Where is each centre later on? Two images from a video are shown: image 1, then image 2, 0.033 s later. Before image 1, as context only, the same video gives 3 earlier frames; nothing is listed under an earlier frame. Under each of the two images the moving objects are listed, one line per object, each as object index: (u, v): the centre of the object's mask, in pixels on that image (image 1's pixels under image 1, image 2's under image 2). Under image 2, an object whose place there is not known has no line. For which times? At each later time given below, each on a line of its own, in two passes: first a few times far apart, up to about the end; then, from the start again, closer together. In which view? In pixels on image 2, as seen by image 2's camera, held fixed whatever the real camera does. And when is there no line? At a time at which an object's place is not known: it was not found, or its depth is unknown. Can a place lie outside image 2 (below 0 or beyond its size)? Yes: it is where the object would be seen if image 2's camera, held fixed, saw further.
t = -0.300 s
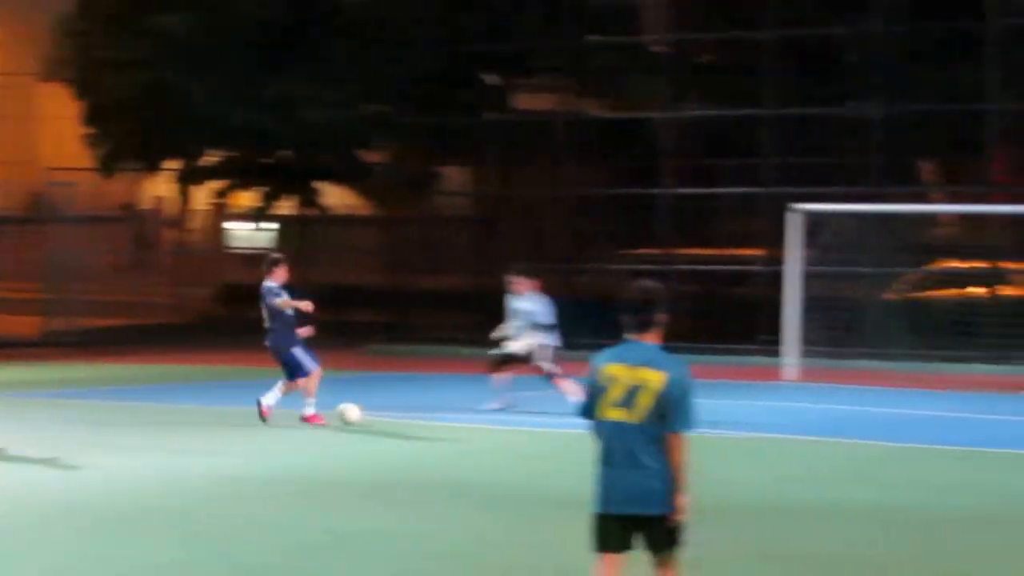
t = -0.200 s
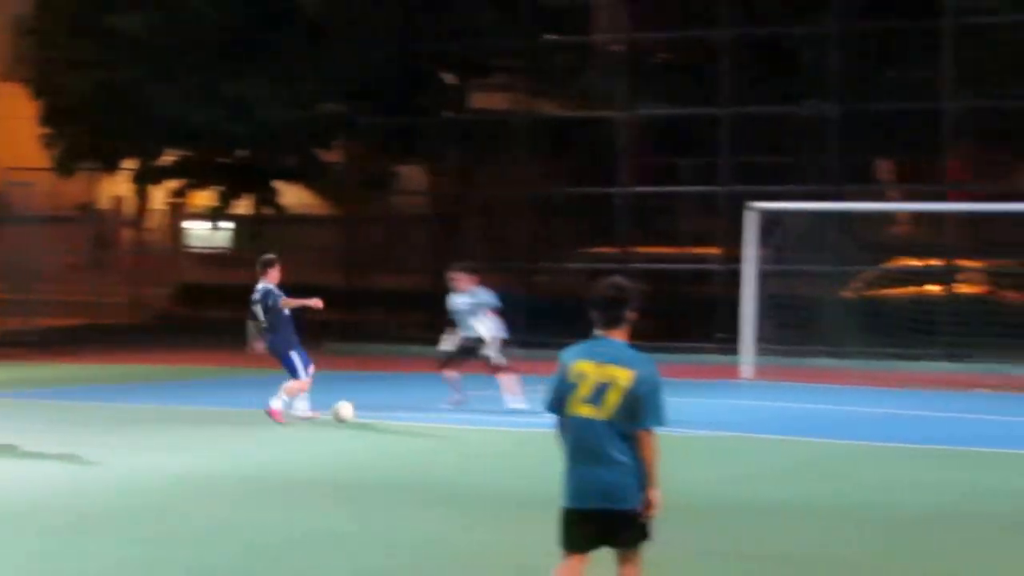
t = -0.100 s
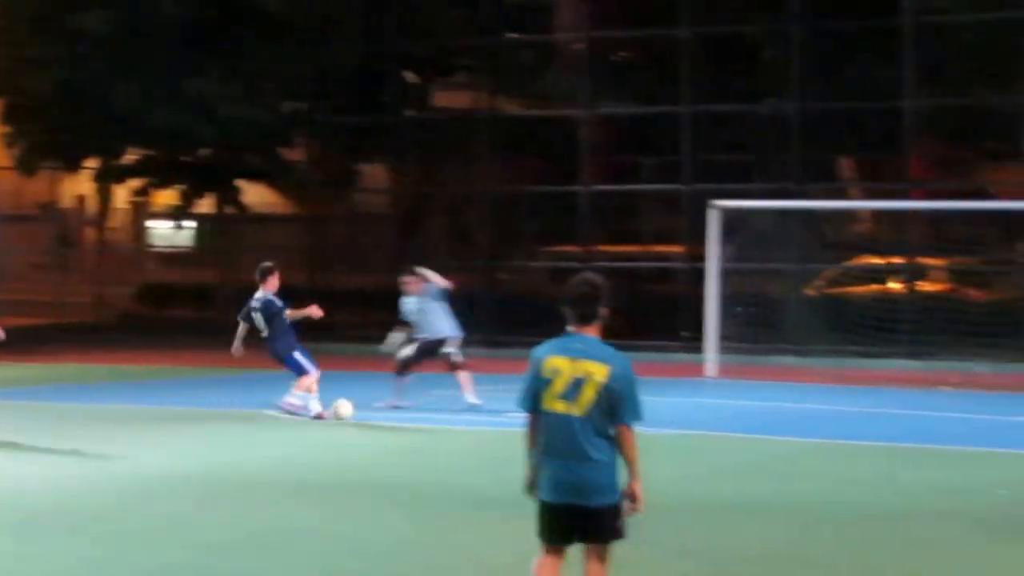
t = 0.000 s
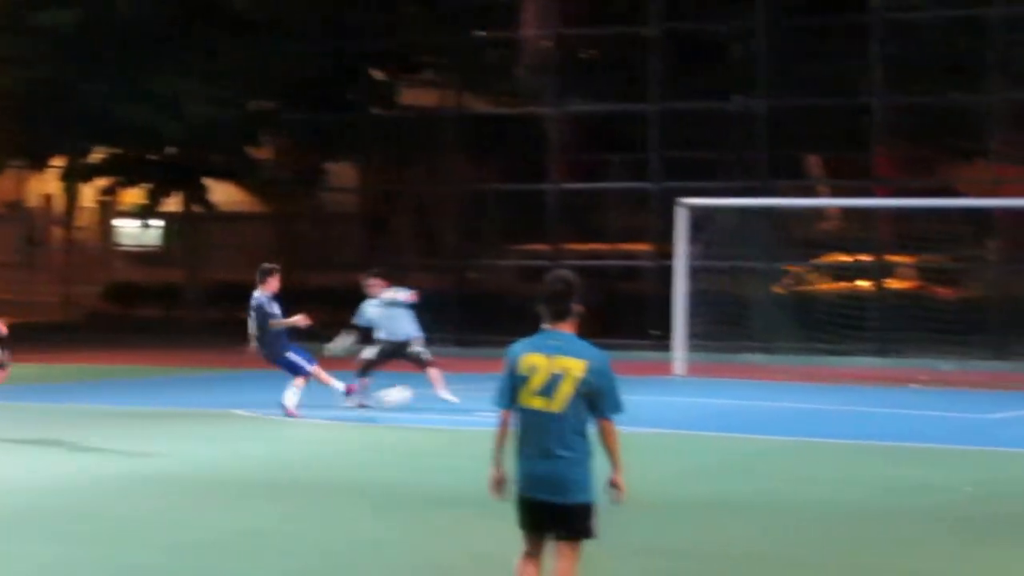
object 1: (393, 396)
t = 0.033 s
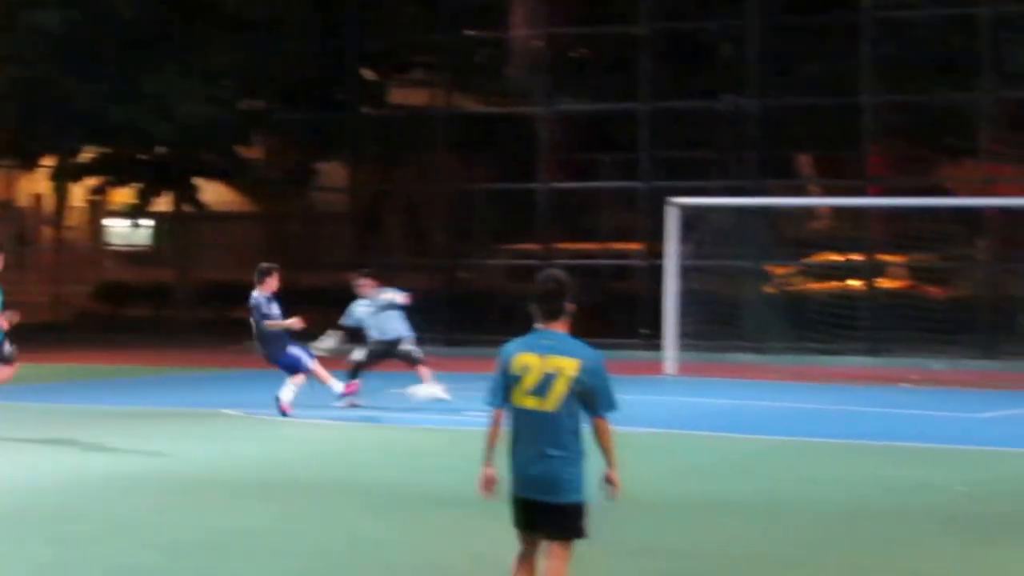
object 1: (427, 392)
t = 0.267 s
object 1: (628, 365)
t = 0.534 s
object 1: (806, 372)
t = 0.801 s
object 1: (924, 364)
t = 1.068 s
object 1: (1014, 344)
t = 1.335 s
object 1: (1051, 300)
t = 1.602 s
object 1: (1078, 319)
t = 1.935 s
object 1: (1078, 353)
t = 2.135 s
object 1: (1069, 343)
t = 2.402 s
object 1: (1044, 374)
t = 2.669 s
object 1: (1032, 360)
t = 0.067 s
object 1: (462, 387)
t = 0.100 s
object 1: (486, 380)
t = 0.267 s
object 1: (628, 365)
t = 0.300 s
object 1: (648, 366)
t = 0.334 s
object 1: (677, 368)
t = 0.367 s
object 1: (702, 370)
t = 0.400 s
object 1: (726, 374)
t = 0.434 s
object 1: (750, 380)
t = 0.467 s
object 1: (774, 383)
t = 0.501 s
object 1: (790, 377)
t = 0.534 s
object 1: (806, 372)
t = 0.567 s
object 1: (822, 367)
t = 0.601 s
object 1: (837, 363)
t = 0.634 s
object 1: (852, 360)
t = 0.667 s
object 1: (867, 359)
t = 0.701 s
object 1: (881, 359)
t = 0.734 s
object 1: (896, 359)
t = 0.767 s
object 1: (910, 361)
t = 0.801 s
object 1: (924, 364)
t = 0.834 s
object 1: (938, 368)
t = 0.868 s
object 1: (949, 372)
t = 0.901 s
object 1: (960, 376)
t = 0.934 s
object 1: (976, 371)
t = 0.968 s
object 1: (987, 364)
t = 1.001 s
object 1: (997, 358)
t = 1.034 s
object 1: (1007, 351)
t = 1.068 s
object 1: (1014, 344)
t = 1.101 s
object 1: (1022, 335)
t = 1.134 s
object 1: (1028, 328)
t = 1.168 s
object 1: (1034, 321)
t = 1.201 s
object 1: (1039, 316)
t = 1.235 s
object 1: (1043, 310)
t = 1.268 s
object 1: (1046, 306)
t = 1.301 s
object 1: (1048, 303)
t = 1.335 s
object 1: (1051, 300)
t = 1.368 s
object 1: (1052, 299)
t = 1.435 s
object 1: (1071, 300)
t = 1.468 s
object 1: (1072, 301)
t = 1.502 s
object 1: (1073, 304)
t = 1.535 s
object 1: (1074, 308)
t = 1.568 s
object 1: (1076, 313)
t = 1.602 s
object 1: (1078, 319)
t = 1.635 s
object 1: (1080, 325)
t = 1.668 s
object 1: (1080, 333)
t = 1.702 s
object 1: (1081, 341)
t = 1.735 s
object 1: (1082, 352)
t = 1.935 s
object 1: (1078, 353)
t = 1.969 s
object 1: (1076, 348)
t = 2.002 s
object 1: (1074, 345)
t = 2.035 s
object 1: (1073, 343)
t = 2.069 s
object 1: (1071, 342)
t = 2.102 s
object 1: (1070, 342)
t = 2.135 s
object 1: (1069, 343)
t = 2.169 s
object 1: (1068, 345)
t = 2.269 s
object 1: (1049, 355)
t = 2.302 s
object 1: (1048, 360)
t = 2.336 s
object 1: (1047, 366)
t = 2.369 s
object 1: (1045, 375)
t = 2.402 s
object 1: (1044, 374)
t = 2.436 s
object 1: (1043, 369)
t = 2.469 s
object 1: (1041, 365)
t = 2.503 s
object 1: (1040, 362)
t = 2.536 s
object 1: (1038, 360)
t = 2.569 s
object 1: (1037, 359)
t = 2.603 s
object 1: (1035, 359)
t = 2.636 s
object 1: (1034, 359)
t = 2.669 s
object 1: (1032, 360)
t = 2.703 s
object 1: (1031, 363)
